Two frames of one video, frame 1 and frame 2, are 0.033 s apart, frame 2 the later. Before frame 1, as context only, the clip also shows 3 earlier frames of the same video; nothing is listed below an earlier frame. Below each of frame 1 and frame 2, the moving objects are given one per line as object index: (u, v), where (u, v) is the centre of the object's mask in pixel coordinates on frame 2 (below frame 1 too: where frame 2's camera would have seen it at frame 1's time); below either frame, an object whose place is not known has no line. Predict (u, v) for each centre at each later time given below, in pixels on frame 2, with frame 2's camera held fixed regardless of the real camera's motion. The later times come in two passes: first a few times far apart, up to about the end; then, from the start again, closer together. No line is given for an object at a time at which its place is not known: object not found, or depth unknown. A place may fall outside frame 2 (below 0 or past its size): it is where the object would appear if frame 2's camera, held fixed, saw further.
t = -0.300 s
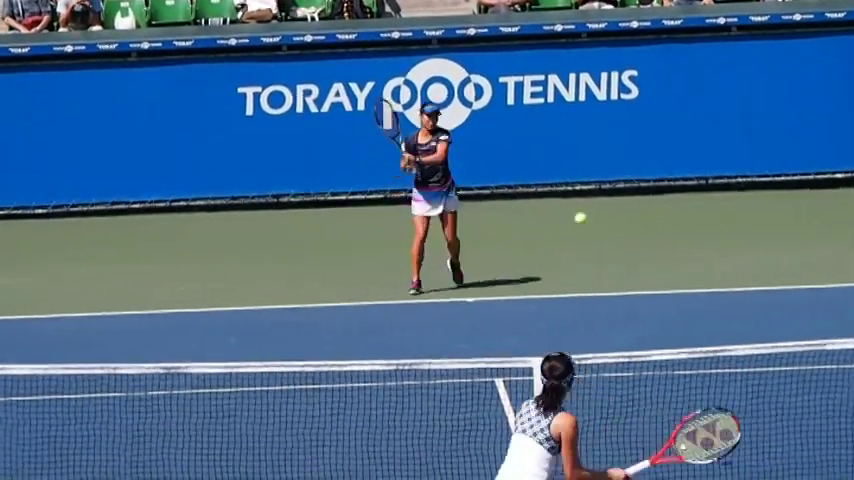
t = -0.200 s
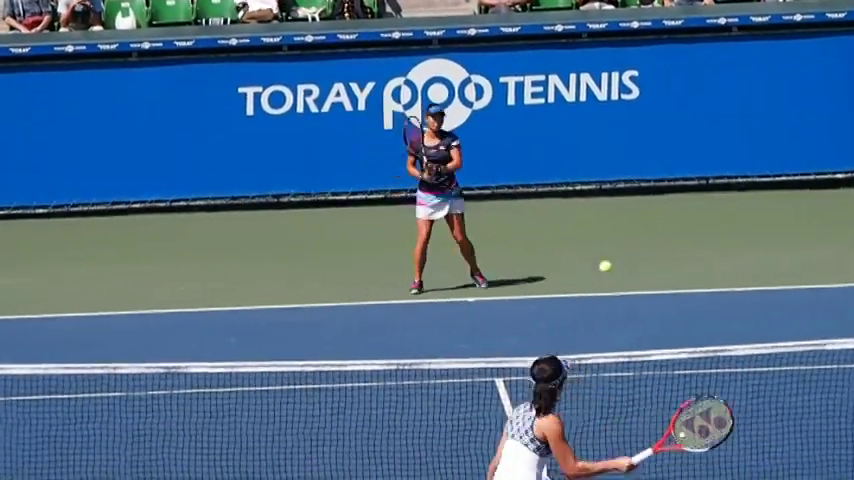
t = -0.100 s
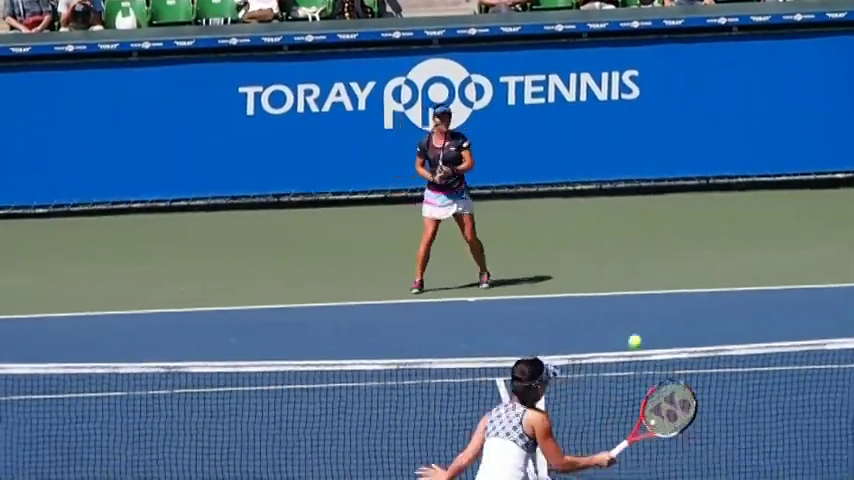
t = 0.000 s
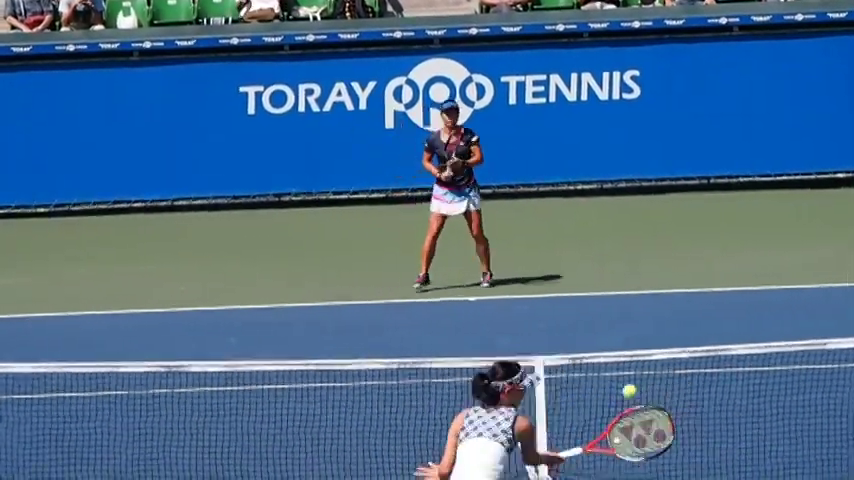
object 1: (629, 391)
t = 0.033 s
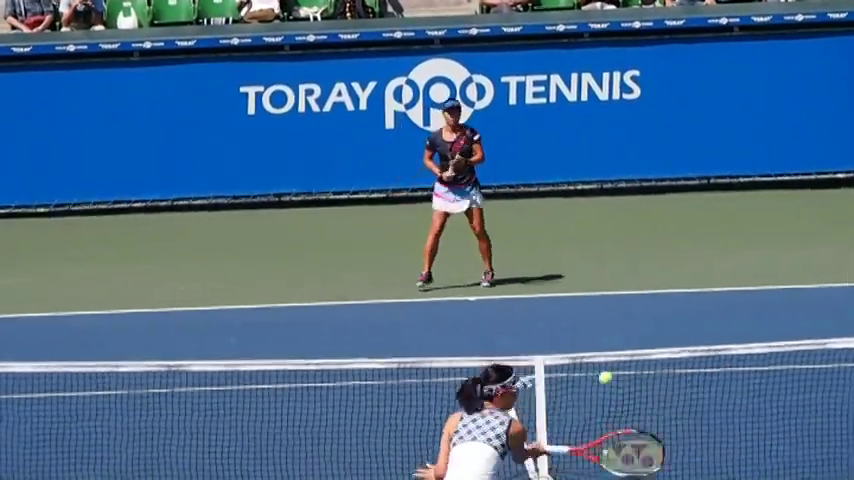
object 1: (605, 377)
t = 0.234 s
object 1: (492, 348)
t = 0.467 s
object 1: (399, 392)
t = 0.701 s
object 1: (342, 287)
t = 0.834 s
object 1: (316, 265)
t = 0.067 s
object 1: (583, 367)
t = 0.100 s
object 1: (563, 359)
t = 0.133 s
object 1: (543, 353)
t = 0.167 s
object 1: (525, 349)
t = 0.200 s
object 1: (507, 348)
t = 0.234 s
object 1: (492, 348)
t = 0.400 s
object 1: (422, 374)
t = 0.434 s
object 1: (410, 382)
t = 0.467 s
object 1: (399, 392)
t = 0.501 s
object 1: (389, 378)
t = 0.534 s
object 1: (380, 356)
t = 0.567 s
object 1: (371, 339)
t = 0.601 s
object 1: (364, 323)
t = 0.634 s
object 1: (356, 309)
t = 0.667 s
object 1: (349, 298)
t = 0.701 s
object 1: (342, 287)
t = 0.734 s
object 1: (335, 280)
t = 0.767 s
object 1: (328, 273)
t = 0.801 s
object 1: (322, 268)
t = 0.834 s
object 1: (316, 265)
